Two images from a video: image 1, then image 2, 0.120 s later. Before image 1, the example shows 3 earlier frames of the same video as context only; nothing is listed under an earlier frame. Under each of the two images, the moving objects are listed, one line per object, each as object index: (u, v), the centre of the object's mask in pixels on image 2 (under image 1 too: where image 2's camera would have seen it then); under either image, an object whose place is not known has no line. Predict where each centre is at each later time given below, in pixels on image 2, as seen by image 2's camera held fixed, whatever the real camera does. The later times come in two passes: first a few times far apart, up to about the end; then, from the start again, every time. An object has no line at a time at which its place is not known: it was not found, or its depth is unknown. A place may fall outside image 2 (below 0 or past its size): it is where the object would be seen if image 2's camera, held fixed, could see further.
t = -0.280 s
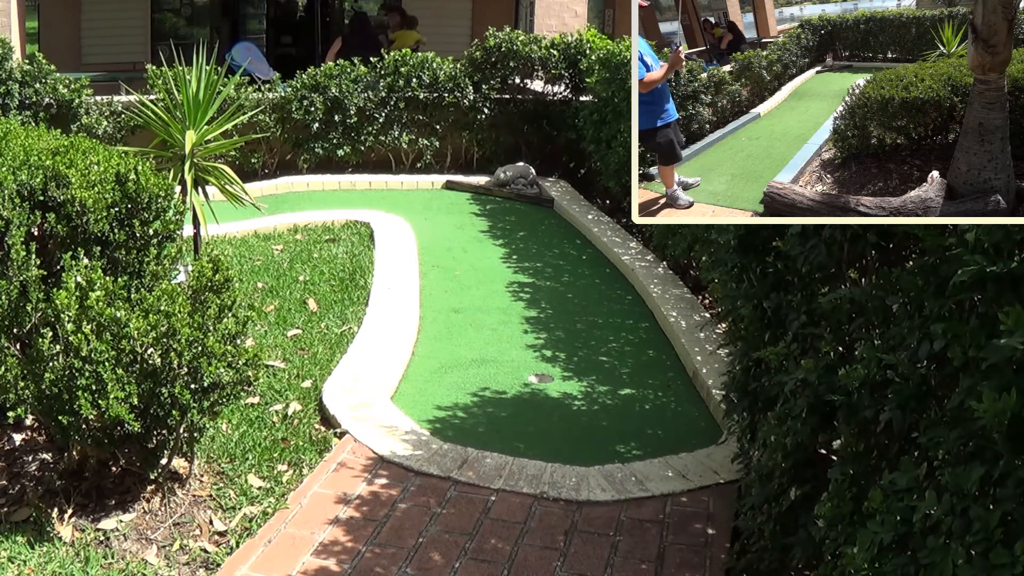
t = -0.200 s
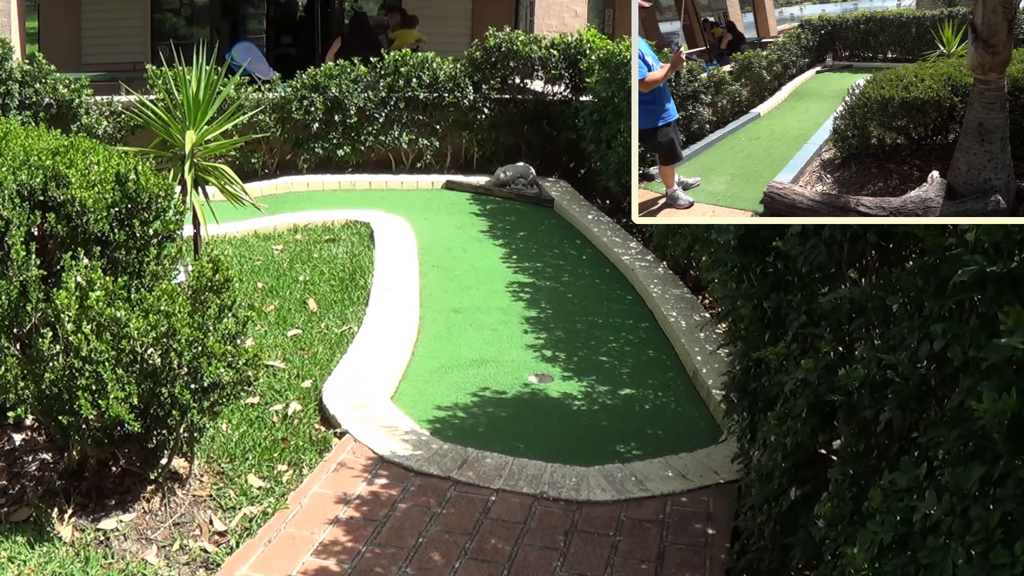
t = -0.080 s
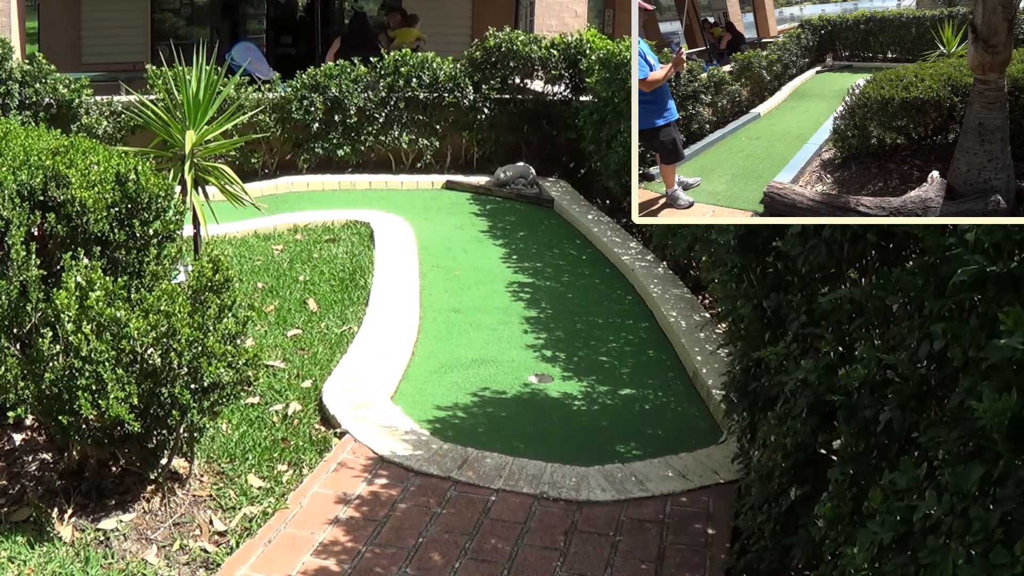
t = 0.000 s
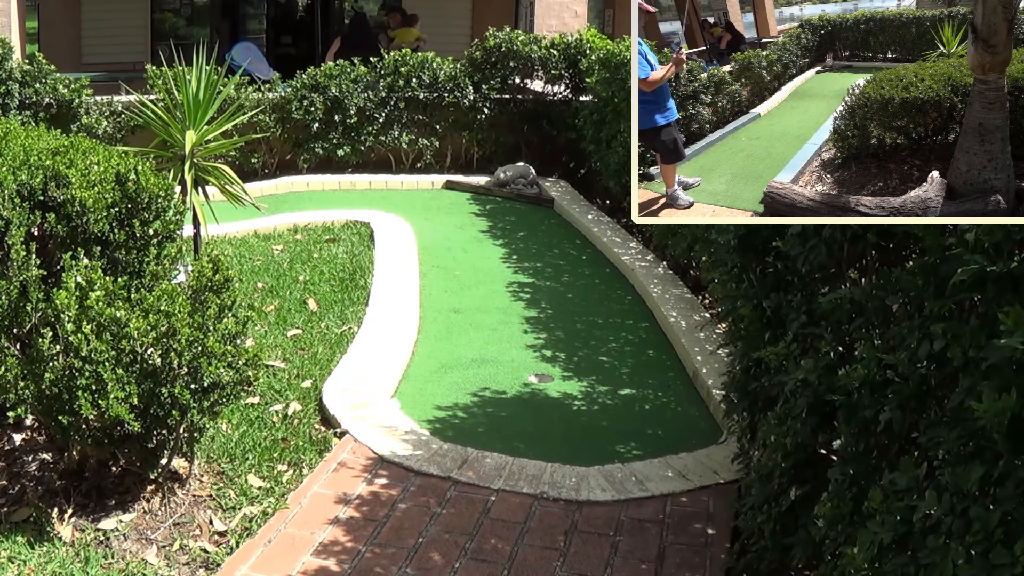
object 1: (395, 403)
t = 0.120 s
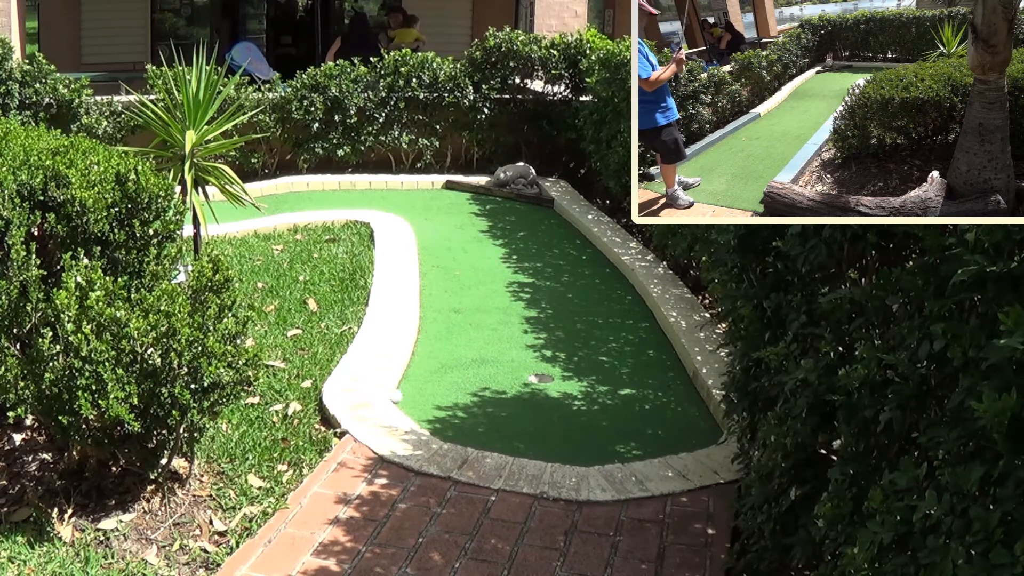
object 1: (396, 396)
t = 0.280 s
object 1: (405, 388)
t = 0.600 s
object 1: (428, 373)
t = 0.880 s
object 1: (447, 365)
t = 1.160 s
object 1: (465, 362)
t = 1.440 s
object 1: (483, 361)
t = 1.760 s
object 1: (499, 361)
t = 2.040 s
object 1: (508, 364)
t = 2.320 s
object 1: (514, 367)
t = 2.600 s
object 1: (519, 369)
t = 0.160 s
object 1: (398, 394)
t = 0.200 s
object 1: (400, 392)
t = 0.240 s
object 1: (403, 390)
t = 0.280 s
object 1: (405, 388)
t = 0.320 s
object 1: (408, 385)
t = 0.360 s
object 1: (411, 383)
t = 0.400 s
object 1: (414, 382)
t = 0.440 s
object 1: (416, 380)
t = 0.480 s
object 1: (419, 378)
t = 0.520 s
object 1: (422, 376)
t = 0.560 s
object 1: (425, 374)
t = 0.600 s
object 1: (428, 373)
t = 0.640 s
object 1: (430, 372)
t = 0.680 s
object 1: (434, 370)
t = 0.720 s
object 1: (436, 369)
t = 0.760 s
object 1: (439, 368)
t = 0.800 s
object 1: (442, 367)
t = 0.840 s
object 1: (444, 366)
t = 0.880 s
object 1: (447, 365)
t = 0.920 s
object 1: (450, 364)
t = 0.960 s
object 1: (452, 364)
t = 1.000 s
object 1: (455, 363)
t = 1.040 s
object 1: (458, 363)
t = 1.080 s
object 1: (461, 362)
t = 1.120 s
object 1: (463, 362)
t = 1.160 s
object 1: (465, 362)
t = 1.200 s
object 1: (468, 361)
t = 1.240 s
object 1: (470, 361)
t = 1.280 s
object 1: (473, 361)
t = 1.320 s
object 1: (475, 361)
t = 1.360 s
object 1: (477, 361)
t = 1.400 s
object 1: (480, 361)
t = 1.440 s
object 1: (483, 361)
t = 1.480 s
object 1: (484, 360)
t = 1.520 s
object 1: (486, 360)
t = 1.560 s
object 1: (489, 361)
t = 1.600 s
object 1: (491, 361)
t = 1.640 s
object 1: (493, 361)
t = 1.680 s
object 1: (495, 361)
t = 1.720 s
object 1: (497, 361)
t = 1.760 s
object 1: (499, 361)
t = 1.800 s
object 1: (500, 361)
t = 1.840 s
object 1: (502, 362)
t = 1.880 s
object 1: (504, 362)
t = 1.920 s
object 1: (505, 362)
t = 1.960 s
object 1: (506, 363)
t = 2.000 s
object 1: (507, 363)
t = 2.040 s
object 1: (508, 364)
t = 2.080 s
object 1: (509, 364)
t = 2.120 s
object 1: (510, 365)
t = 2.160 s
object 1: (511, 365)
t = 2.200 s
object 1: (512, 366)
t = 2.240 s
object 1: (512, 366)
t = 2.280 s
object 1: (513, 367)
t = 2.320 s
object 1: (514, 367)
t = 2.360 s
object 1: (514, 367)
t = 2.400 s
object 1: (515, 368)
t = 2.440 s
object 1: (515, 368)
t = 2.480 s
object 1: (516, 368)
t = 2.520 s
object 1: (517, 369)
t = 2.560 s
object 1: (518, 369)
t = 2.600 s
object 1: (519, 369)
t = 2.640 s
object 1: (520, 369)
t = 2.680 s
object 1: (520, 368)
